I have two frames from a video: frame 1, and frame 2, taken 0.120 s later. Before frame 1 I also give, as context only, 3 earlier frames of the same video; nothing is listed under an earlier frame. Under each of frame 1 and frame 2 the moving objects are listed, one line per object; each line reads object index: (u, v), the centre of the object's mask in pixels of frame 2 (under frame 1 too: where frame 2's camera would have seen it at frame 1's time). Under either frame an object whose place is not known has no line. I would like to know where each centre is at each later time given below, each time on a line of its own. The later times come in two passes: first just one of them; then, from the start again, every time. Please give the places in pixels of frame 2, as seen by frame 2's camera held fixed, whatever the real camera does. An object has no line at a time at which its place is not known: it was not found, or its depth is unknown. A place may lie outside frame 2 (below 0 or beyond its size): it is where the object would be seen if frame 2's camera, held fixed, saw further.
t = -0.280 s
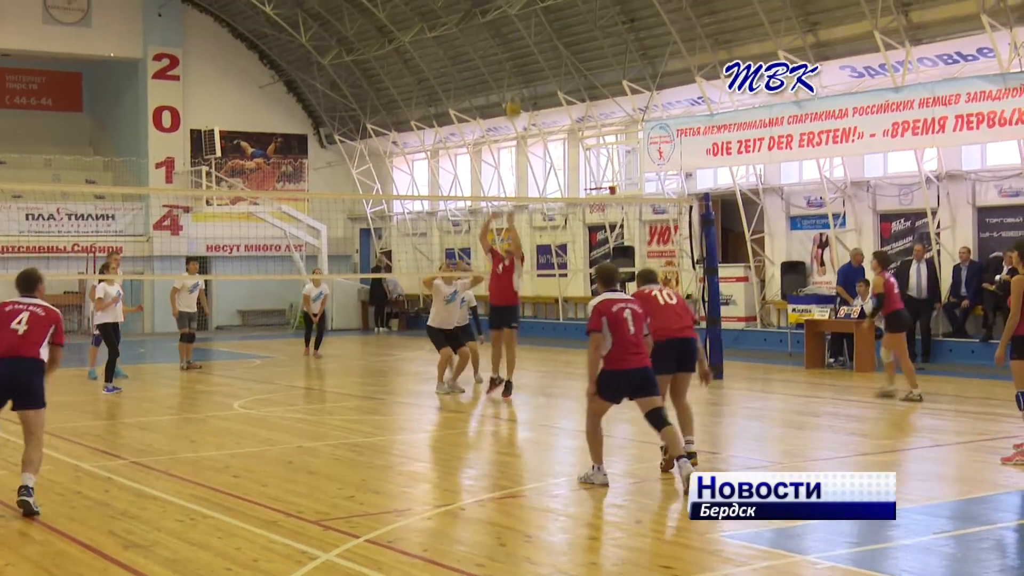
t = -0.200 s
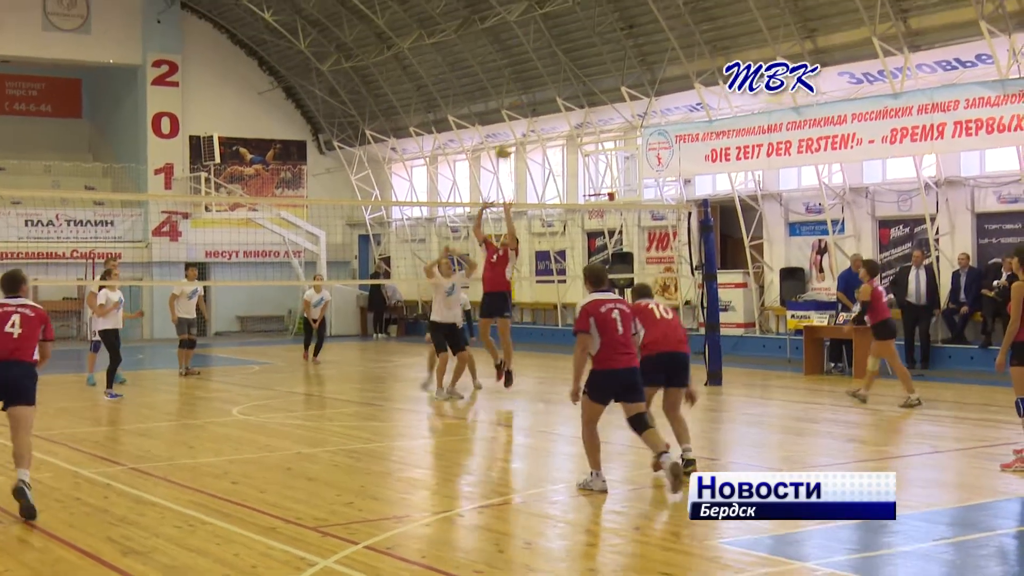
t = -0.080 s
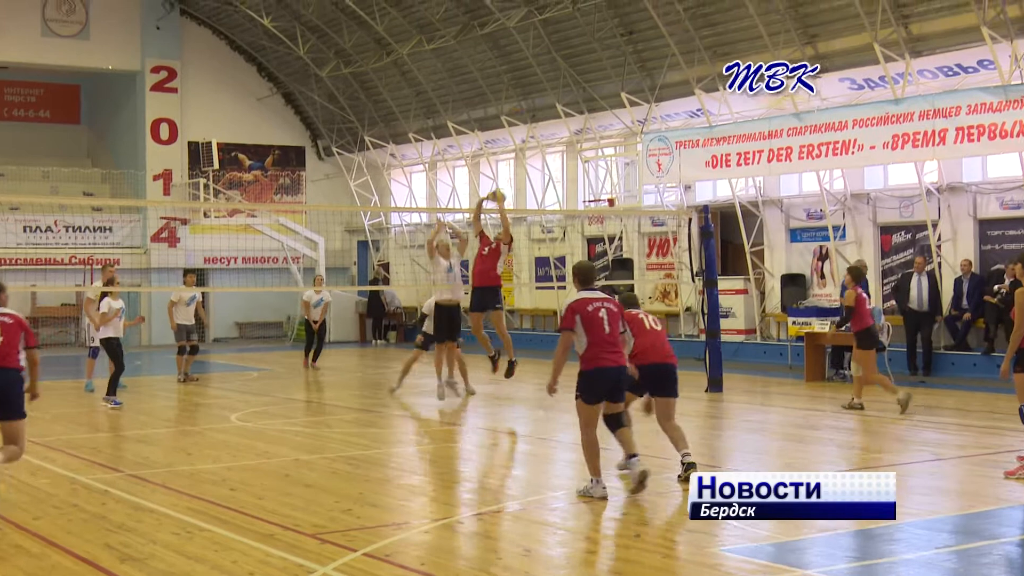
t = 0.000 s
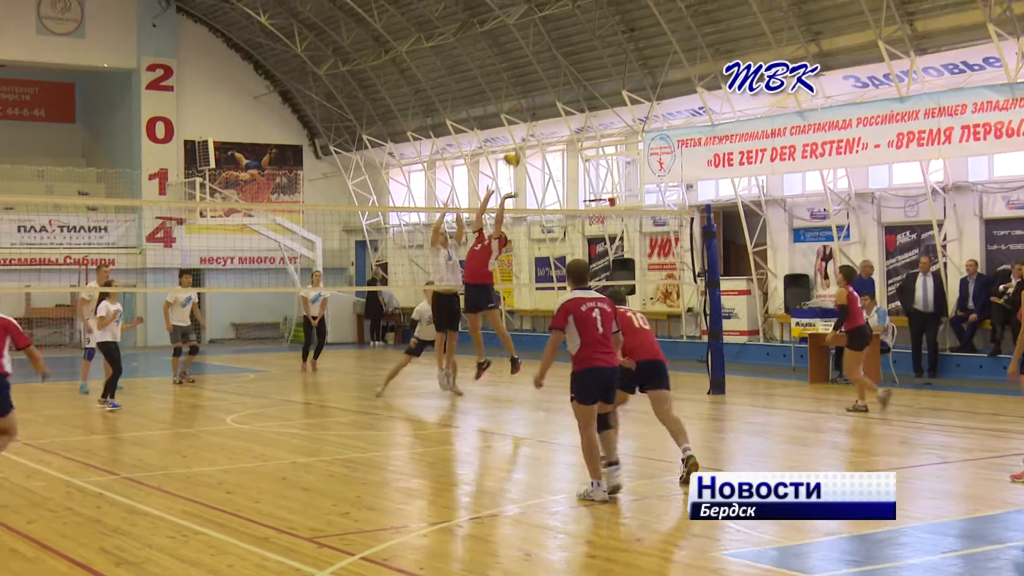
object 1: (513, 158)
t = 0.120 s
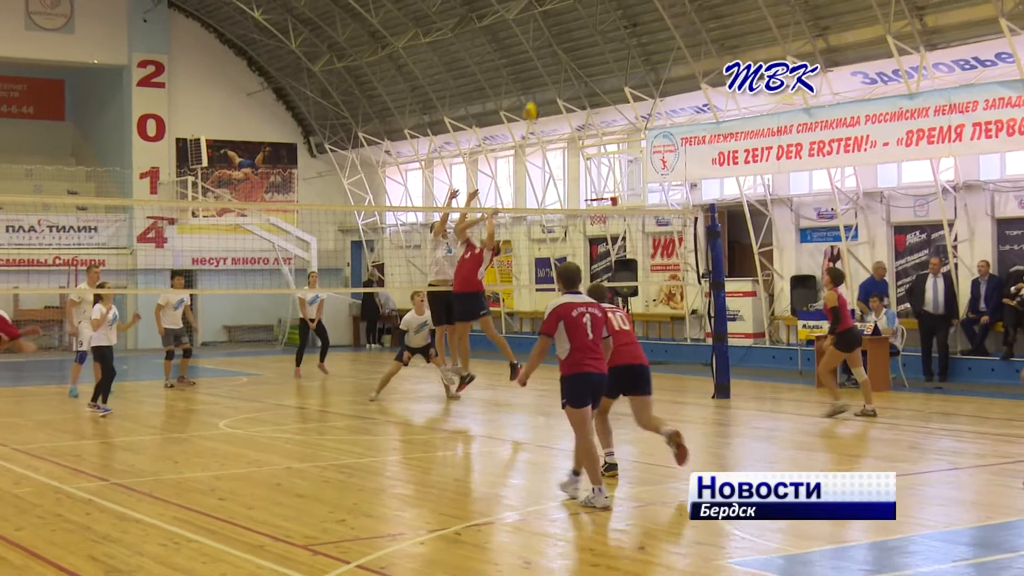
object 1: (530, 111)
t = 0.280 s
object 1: (555, 67)
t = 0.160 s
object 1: (537, 99)
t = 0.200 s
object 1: (544, 86)
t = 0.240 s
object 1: (549, 76)
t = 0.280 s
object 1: (555, 67)
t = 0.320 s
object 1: (562, 59)
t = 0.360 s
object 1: (568, 52)
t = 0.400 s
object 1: (574, 48)
